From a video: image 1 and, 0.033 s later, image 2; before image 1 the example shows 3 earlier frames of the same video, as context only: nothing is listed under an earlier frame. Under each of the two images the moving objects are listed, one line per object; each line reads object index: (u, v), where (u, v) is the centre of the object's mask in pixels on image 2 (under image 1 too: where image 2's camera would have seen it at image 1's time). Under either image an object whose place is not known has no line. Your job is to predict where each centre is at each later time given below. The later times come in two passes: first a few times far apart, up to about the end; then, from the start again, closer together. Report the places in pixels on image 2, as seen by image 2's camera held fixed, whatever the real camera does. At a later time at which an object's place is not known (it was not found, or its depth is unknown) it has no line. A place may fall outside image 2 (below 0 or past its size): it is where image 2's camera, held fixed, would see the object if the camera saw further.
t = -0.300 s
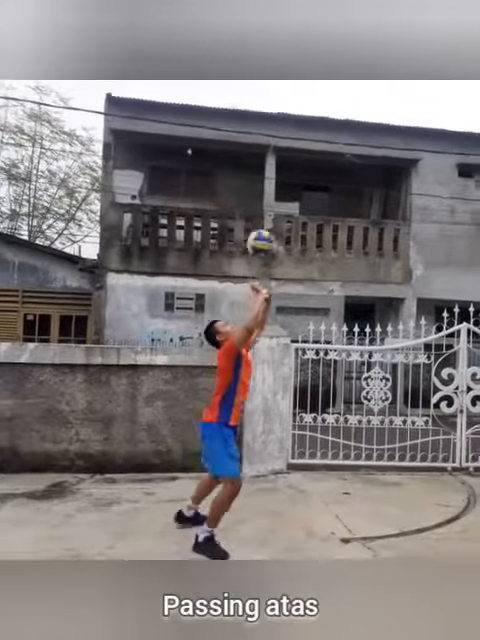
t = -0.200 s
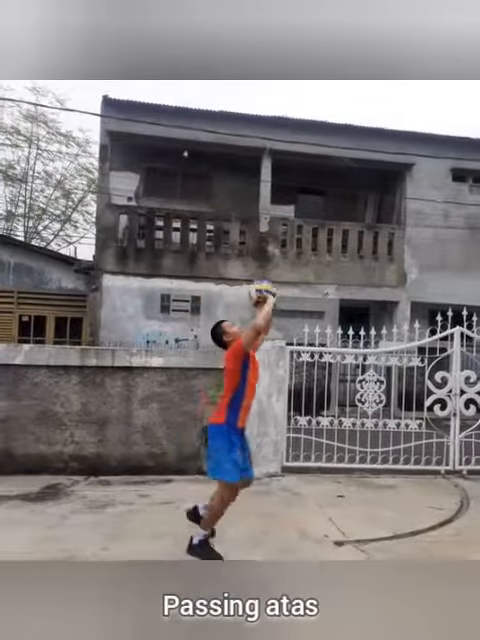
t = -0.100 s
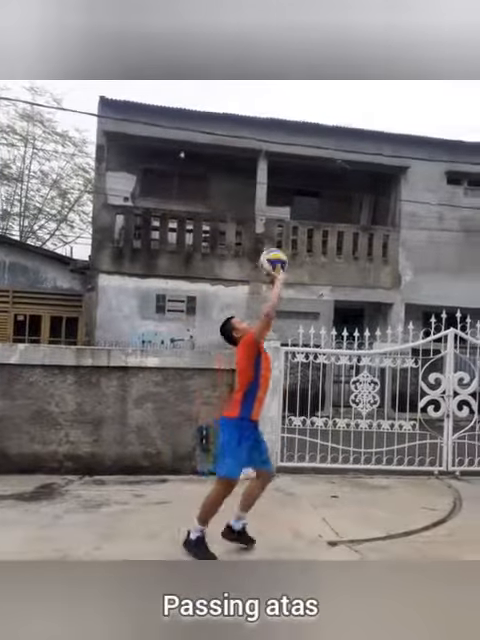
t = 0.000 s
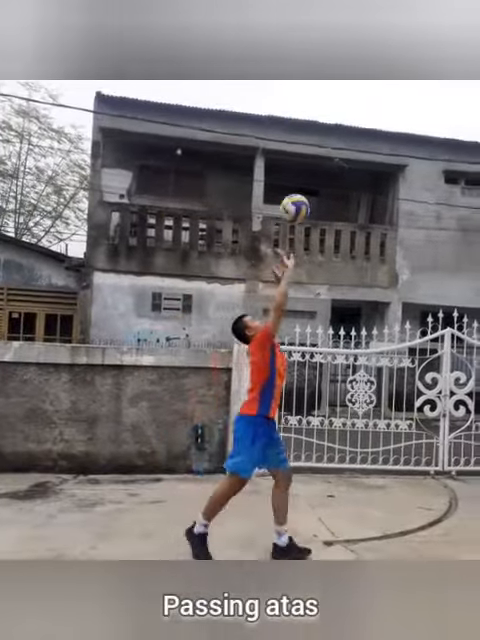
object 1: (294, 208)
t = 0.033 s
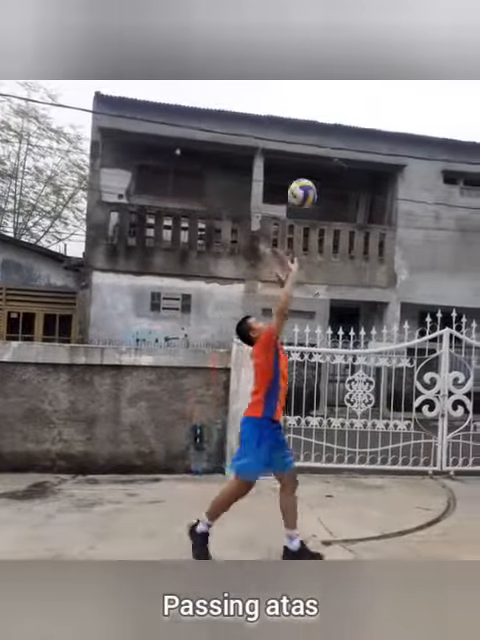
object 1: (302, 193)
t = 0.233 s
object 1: (348, 136)
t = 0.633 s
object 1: (439, 200)
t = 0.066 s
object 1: (310, 180)
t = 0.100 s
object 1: (318, 169)
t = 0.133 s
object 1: (326, 158)
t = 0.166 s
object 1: (333, 150)
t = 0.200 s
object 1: (341, 142)
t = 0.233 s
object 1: (348, 136)
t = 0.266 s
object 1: (357, 133)
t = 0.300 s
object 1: (371, 130)
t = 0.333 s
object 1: (378, 130)
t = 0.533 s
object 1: (419, 162)
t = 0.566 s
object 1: (425, 174)
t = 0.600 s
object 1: (431, 186)
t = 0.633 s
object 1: (439, 200)
